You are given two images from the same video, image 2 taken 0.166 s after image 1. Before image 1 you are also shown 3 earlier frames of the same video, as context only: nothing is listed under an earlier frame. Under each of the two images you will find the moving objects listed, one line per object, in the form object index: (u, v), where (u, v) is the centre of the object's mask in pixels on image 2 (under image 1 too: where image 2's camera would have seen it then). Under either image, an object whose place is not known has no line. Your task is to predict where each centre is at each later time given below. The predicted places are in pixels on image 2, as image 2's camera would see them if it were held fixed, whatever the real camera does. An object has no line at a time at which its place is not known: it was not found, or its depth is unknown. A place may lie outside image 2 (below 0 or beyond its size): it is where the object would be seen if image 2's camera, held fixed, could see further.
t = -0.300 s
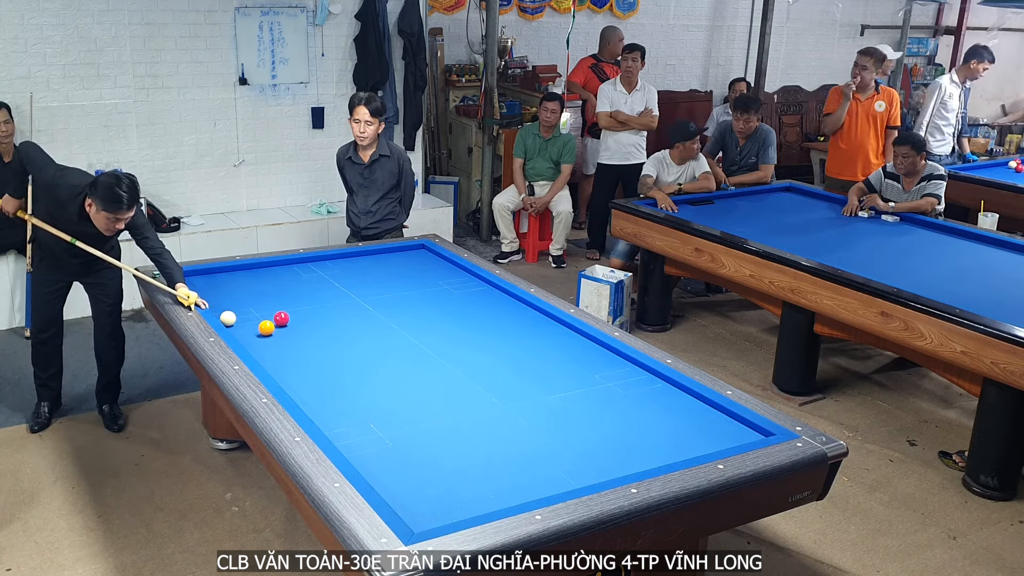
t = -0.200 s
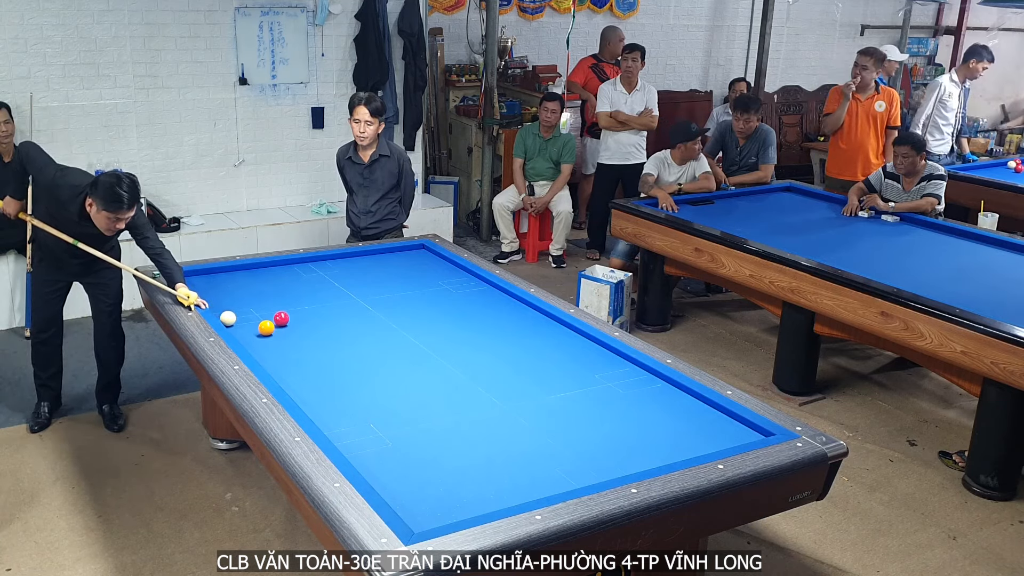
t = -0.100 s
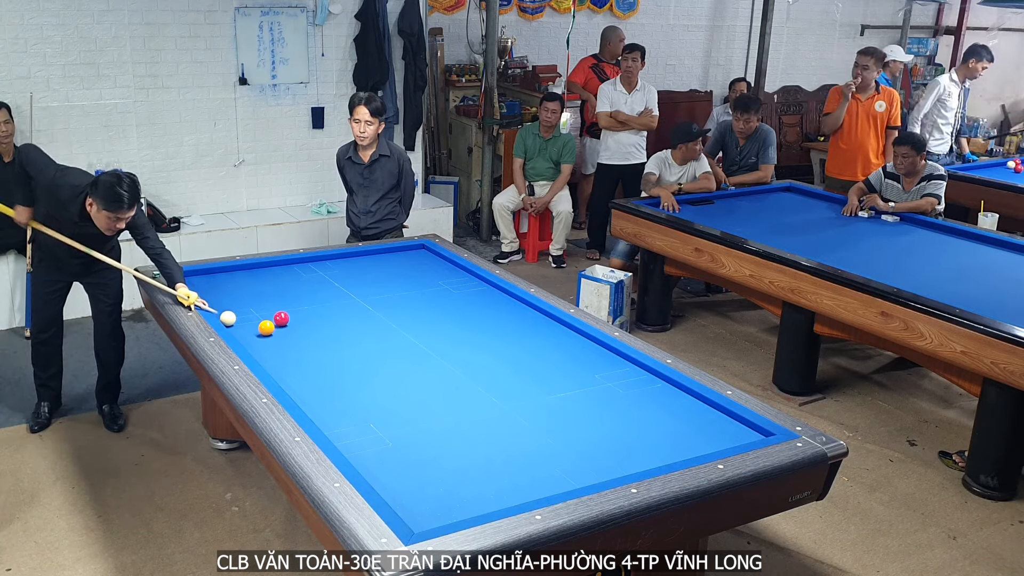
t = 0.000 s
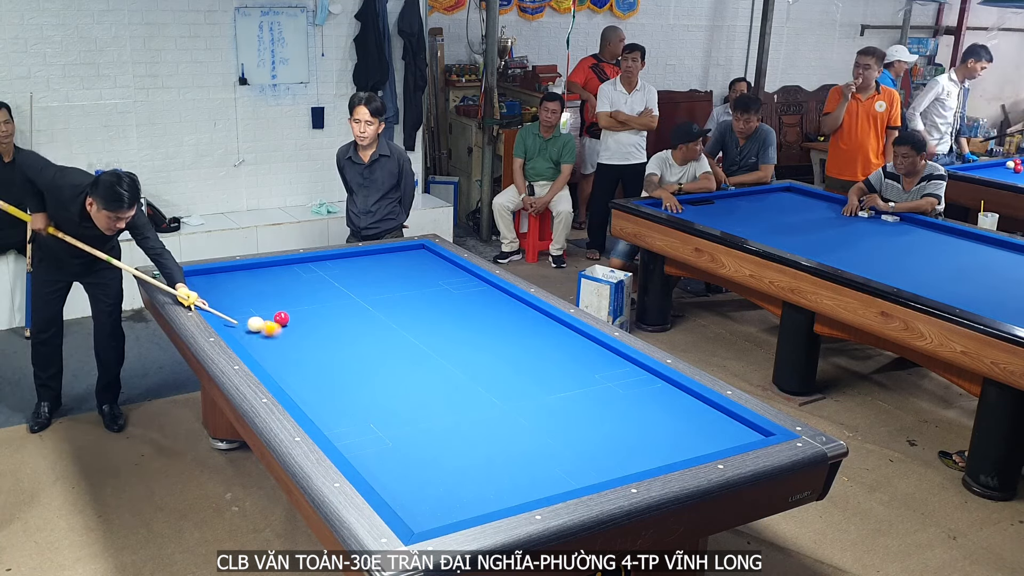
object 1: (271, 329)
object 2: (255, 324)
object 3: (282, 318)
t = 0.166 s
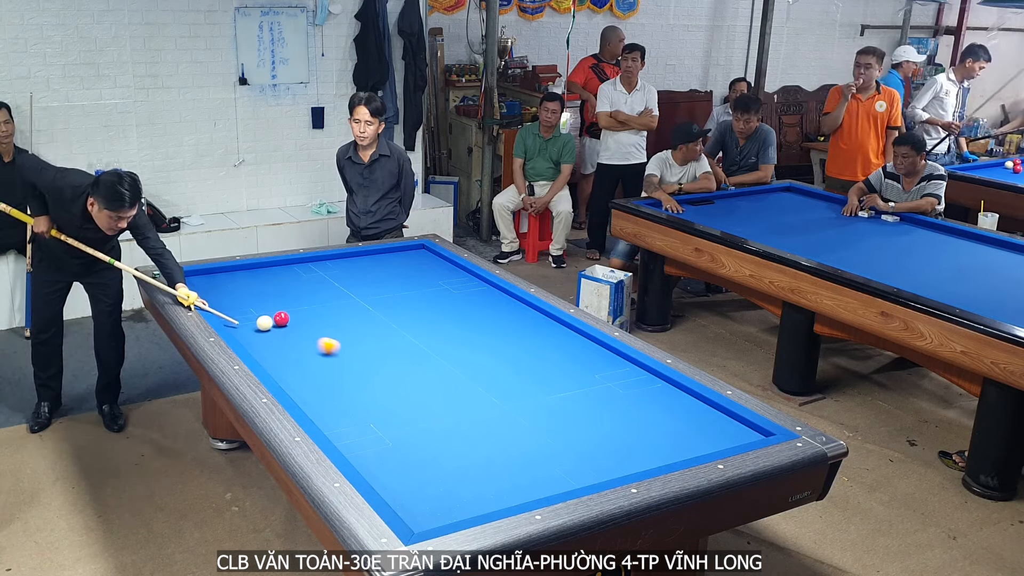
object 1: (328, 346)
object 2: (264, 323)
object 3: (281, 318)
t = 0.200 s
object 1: (339, 349)
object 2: (266, 323)
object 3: (281, 318)
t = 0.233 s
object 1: (350, 352)
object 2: (268, 322)
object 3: (282, 318)
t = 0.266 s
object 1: (361, 356)
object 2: (269, 322)
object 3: (283, 318)
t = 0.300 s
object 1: (371, 359)
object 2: (269, 322)
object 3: (283, 318)
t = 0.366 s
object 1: (391, 365)
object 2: (270, 322)
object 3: (285, 318)
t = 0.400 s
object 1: (401, 368)
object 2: (271, 322)
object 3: (286, 317)
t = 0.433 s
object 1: (411, 370)
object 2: (272, 322)
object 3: (287, 317)
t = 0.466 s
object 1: (422, 373)
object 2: (272, 322)
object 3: (288, 317)
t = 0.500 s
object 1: (432, 377)
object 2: (273, 322)
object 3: (289, 317)
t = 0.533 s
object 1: (442, 380)
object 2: (273, 322)
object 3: (289, 316)
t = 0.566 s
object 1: (453, 383)
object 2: (274, 322)
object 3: (290, 316)
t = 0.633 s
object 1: (474, 389)
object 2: (275, 322)
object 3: (292, 316)
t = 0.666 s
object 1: (485, 393)
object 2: (275, 322)
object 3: (293, 316)
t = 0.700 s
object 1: (497, 396)
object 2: (275, 322)
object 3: (294, 315)
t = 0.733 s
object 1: (508, 399)
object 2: (276, 322)
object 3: (295, 315)
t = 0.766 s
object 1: (519, 403)
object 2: (276, 322)
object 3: (295, 315)
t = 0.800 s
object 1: (531, 406)
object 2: (277, 322)
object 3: (296, 315)
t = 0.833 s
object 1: (542, 410)
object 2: (277, 322)
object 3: (297, 315)
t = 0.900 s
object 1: (567, 417)
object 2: (278, 322)
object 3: (298, 314)
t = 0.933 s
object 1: (580, 421)
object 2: (278, 322)
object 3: (299, 314)
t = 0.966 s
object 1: (592, 425)
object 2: (278, 322)
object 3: (300, 314)
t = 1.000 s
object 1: (604, 429)
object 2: (279, 322)
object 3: (301, 314)
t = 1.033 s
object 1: (617, 432)
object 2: (279, 322)
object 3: (301, 314)
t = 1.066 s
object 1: (630, 437)
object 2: (279, 322)
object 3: (302, 313)
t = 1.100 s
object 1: (644, 441)
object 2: (280, 322)
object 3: (303, 313)
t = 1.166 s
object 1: (670, 449)
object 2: (280, 322)
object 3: (304, 313)
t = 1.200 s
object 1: (683, 451)
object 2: (280, 322)
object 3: (305, 313)
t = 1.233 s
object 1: (687, 450)
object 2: (281, 322)
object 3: (305, 312)
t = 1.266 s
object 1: (683, 446)
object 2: (281, 322)
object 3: (306, 312)
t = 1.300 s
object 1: (680, 441)
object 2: (281, 322)
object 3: (306, 312)
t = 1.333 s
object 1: (677, 436)
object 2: (281, 322)
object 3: (307, 312)
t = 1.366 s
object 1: (674, 432)
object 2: (281, 322)
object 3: (308, 312)
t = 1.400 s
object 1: (672, 428)
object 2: (281, 322)
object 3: (308, 312)
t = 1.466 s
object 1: (669, 421)
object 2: (282, 322)
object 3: (309, 311)
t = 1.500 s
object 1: (668, 417)
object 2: (282, 322)
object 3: (310, 311)
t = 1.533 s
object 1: (666, 414)
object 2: (282, 322)
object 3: (311, 311)
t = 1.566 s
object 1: (665, 410)
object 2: (282, 322)
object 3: (311, 311)
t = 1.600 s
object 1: (663, 407)
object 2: (282, 322)
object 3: (312, 310)
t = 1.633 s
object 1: (662, 404)
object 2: (282, 322)
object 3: (312, 310)
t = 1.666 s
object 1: (661, 401)
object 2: (283, 322)
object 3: (313, 310)
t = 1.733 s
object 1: (658, 395)
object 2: (283, 322)
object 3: (314, 310)
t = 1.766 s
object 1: (657, 392)
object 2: (283, 322)
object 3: (314, 310)
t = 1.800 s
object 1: (656, 389)
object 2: (283, 322)
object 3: (314, 310)
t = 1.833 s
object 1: (655, 386)
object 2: (283, 322)
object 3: (315, 309)
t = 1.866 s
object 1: (654, 383)
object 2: (283, 322)
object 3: (315, 309)
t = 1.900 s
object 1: (653, 380)
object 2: (283, 322)
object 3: (316, 309)
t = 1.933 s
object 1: (652, 377)
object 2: (283, 322)
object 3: (316, 309)
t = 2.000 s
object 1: (649, 372)
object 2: (283, 322)
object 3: (317, 309)
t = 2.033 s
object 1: (643, 370)
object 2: (283, 322)
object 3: (317, 309)
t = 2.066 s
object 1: (638, 369)
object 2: (283, 322)
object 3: (318, 309)
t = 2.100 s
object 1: (633, 367)
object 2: (283, 322)
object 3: (318, 309)
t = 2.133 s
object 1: (629, 366)
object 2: (283, 322)
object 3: (318, 308)
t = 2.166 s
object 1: (624, 364)
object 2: (283, 322)
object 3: (319, 308)
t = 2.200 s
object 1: (619, 363)
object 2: (283, 322)
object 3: (319, 308)
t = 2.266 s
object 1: (610, 360)
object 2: (283, 322)
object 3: (320, 308)
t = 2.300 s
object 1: (606, 359)
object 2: (283, 322)
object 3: (320, 308)
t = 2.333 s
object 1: (601, 357)
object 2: (283, 322)
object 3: (320, 308)
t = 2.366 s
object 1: (597, 356)
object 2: (282, 322)
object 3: (320, 308)
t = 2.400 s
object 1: (592, 355)
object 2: (283, 322)
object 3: (321, 308)
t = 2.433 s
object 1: (588, 353)
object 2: (283, 322)
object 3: (321, 308)
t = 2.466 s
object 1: (583, 352)
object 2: (282, 322)
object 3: (321, 307)
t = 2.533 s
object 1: (575, 349)
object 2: (282, 322)
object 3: (322, 307)
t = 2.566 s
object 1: (571, 348)
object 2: (282, 322)
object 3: (322, 307)
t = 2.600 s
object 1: (567, 347)
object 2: (283, 322)
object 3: (322, 307)
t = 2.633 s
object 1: (563, 345)
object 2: (282, 322)
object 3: (322, 307)
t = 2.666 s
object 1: (558, 344)
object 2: (283, 322)
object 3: (323, 307)
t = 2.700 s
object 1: (554, 343)
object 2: (283, 322)
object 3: (323, 307)
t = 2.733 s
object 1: (551, 342)
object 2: (283, 322)
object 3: (323, 307)
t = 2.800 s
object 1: (543, 339)
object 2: (283, 322)
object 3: (324, 307)
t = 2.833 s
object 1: (539, 338)
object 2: (282, 322)
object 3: (324, 307)
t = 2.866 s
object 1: (535, 337)
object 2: (282, 322)
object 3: (324, 307)
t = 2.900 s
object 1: (531, 335)
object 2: (282, 322)
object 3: (324, 307)
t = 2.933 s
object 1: (527, 334)
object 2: (282, 322)
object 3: (324, 307)
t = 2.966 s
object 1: (524, 333)
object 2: (283, 322)
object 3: (324, 307)
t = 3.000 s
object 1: (520, 332)
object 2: (283, 322)
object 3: (324, 307)
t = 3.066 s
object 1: (512, 330)
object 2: (283, 322)
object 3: (325, 307)
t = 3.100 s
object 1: (508, 328)
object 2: (282, 322)
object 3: (325, 307)
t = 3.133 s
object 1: (505, 327)
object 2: (283, 322)
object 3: (325, 307)
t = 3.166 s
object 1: (501, 326)
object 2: (282, 322)
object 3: (325, 307)
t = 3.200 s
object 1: (498, 325)
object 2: (282, 322)
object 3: (325, 306)
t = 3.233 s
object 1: (494, 324)
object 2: (282, 322)
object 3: (325, 307)
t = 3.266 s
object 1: (491, 323)
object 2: (282, 322)
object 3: (325, 306)
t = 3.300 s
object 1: (487, 322)
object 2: (282, 322)
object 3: (325, 307)
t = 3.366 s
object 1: (480, 320)
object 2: (283, 322)
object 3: (325, 306)
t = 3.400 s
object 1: (477, 319)
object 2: (282, 322)
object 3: (325, 306)
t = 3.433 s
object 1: (474, 317)
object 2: (282, 322)
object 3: (325, 307)
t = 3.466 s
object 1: (470, 317)
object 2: (283, 322)
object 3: (325, 307)
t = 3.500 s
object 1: (467, 316)
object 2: (282, 322)
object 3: (325, 307)
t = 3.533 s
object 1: (463, 314)
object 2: (282, 322)
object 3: (325, 306)
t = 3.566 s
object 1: (460, 313)
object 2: (282, 322)
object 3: (325, 306)
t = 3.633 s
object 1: (454, 312)
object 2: (283, 322)
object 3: (325, 307)
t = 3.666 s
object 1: (451, 310)
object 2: (282, 322)
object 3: (325, 307)
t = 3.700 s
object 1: (447, 310)
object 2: (283, 322)
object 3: (325, 307)
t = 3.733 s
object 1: (444, 309)
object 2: (283, 322)
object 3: (325, 307)
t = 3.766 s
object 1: (441, 308)
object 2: (282, 322)
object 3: (325, 307)
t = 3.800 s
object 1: (438, 307)
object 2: (282, 322)
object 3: (325, 307)
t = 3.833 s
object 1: (435, 306)
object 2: (282, 322)
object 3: (325, 306)
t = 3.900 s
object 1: (429, 304)
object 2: (282, 322)
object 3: (325, 307)
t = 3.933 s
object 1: (426, 303)
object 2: (282, 322)
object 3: (325, 307)
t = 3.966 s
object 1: (423, 302)
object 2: (283, 322)
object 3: (325, 307)
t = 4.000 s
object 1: (420, 301)
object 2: (282, 322)
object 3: (325, 307)
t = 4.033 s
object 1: (417, 300)
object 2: (283, 322)
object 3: (325, 307)
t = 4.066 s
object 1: (414, 299)
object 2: (283, 322)
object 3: (325, 307)
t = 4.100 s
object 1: (411, 298)
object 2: (283, 322)
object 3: (325, 307)
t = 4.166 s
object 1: (406, 297)
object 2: (283, 322)
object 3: (325, 307)
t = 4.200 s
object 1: (403, 296)
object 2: (283, 322)
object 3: (325, 307)
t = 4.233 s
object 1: (400, 295)
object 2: (282, 322)
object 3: (325, 306)
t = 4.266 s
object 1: (397, 294)
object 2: (282, 322)
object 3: (325, 306)
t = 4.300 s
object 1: (394, 293)
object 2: (283, 322)
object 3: (325, 306)
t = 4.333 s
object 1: (392, 292)
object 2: (283, 322)
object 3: (325, 307)
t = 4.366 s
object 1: (389, 291)
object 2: (283, 322)
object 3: (325, 306)
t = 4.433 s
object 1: (384, 290)
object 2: (283, 322)
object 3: (325, 307)
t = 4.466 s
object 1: (381, 289)
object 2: (283, 322)
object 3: (325, 307)
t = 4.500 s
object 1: (378, 288)
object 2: (283, 322)
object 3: (325, 306)
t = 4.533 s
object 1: (375, 288)
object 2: (283, 322)
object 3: (325, 306)
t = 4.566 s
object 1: (373, 287)
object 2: (283, 322)
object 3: (325, 307)
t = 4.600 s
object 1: (370, 286)
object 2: (283, 322)
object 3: (325, 307)
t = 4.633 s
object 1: (368, 285)
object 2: (283, 322)
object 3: (325, 306)
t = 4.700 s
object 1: (363, 284)
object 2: (283, 322)
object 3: (325, 307)
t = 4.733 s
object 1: (360, 283)
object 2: (283, 322)
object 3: (325, 307)
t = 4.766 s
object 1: (358, 282)
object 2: (283, 322)
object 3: (325, 307)
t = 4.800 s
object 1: (355, 281)
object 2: (283, 322)
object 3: (325, 307)
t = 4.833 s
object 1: (353, 281)
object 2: (283, 322)
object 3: (325, 307)
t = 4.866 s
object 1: (350, 280)
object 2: (283, 322)
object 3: (325, 307)
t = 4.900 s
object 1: (348, 279)
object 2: (283, 322)
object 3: (325, 307)
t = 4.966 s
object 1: (343, 278)
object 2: (283, 322)
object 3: (325, 307)
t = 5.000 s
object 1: (341, 277)
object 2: (283, 322)
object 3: (325, 307)
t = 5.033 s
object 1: (338, 276)
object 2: (283, 322)
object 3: (325, 307)
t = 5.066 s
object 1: (336, 275)
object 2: (283, 322)
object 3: (325, 307)
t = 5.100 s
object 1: (334, 275)
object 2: (283, 322)
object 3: (325, 307)
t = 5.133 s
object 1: (331, 274)
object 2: (283, 322)
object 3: (325, 307)
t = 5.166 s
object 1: (329, 273)
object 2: (283, 322)
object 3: (325, 307)
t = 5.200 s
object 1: (327, 273)
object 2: (283, 322)
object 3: (325, 307)
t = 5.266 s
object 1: (322, 271)
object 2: (283, 322)
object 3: (325, 307)
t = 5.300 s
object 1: (320, 271)
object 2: (283, 322)
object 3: (325, 307)
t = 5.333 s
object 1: (318, 270)
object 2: (282, 322)
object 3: (325, 307)
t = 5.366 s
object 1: (316, 269)
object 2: (283, 322)
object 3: (325, 307)
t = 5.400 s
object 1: (314, 268)
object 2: (283, 322)
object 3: (325, 307)
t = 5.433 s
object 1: (311, 268)
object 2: (283, 322)
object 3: (325, 307)
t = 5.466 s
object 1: (309, 267)
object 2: (283, 322)
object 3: (325, 307)
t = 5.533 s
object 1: (305, 266)
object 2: (283, 322)
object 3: (325, 307)
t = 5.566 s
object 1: (303, 265)
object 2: (283, 322)
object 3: (325, 307)
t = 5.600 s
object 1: (301, 265)
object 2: (283, 322)
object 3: (325, 307)
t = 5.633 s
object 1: (298, 264)
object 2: (283, 322)
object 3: (325, 307)
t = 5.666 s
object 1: (296, 263)
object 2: (283, 322)
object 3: (325, 307)
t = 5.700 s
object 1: (295, 263)
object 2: (283, 322)
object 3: (325, 307)
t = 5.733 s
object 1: (292, 262)
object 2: (283, 322)
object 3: (325, 307)
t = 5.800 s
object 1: (288, 261)
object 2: (283, 322)
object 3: (325, 306)
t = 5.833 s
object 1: (288, 262)
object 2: (282, 322)
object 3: (325, 306)
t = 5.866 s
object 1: (288, 262)
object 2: (282, 322)
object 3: (325, 307)
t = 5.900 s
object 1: (287, 263)
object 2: (282, 322)
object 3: (325, 306)
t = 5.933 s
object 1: (287, 264)
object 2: (282, 322)
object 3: (325, 307)
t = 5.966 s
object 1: (286, 264)
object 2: (282, 322)
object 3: (325, 307)
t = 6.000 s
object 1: (285, 265)
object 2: (282, 322)
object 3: (325, 307)
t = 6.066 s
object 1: (284, 266)
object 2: (283, 322)
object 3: (325, 307)
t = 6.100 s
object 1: (283, 266)
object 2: (282, 322)
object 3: (325, 306)
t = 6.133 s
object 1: (283, 267)
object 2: (282, 322)
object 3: (325, 306)
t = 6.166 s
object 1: (282, 268)
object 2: (282, 322)
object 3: (325, 307)
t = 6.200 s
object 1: (282, 268)
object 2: (283, 322)
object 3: (325, 307)
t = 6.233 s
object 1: (281, 269)
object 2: (283, 322)
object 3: (325, 306)
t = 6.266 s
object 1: (280, 269)
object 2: (283, 322)
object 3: (325, 307)
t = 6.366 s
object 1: (279, 271)
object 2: (283, 322)
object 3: (325, 307)
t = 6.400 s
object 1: (279, 271)
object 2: (283, 322)
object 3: (325, 307)
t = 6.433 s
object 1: (278, 272)
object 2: (283, 322)
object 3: (325, 307)
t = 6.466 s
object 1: (277, 272)
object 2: (283, 322)
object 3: (325, 306)
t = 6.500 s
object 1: (276, 273)
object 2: (282, 322)
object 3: (325, 306)
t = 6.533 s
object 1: (276, 274)
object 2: (283, 322)
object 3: (325, 306)
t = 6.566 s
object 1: (276, 274)
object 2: (283, 322)
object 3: (325, 306)
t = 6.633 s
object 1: (274, 275)
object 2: (283, 322)
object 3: (325, 307)
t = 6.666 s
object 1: (274, 276)
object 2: (283, 322)
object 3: (325, 307)
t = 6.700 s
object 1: (273, 276)
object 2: (283, 322)
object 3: (325, 306)
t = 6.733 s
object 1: (272, 277)
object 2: (283, 322)
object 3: (325, 307)
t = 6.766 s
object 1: (272, 277)
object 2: (282, 322)
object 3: (325, 306)
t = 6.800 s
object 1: (271, 278)
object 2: (283, 322)
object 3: (325, 306)
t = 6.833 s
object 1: (271, 278)
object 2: (283, 322)
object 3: (325, 306)
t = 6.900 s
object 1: (269, 280)
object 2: (282, 322)
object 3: (325, 307)
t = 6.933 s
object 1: (269, 280)
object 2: (282, 322)
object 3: (325, 307)
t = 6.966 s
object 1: (268, 280)
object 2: (282, 322)
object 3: (325, 306)
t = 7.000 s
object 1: (268, 281)
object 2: (283, 322)
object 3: (325, 306)
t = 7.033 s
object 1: (267, 282)
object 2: (283, 322)
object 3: (325, 306)
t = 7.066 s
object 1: (266, 282)
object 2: (283, 322)
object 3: (325, 306)
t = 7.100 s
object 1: (266, 283)
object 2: (282, 321)
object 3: (325, 306)
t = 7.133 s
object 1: (265, 283)
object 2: (283, 322)
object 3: (325, 306)
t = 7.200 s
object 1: (264, 284)
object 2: (283, 322)
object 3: (325, 306)
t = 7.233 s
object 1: (264, 285)
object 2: (282, 322)
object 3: (325, 306)
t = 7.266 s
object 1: (263, 285)
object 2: (282, 322)
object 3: (325, 306)
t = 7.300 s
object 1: (262, 286)
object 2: (282, 322)
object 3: (325, 306)
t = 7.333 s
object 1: (262, 286)
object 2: (282, 322)
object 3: (325, 306)
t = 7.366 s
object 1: (261, 287)
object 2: (282, 322)
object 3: (325, 306)
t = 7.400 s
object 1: (261, 287)
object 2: (282, 322)
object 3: (325, 306)
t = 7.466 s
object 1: (260, 288)
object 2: (282, 322)
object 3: (325, 306)
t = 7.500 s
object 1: (259, 289)
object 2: (282, 322)
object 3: (325, 306)
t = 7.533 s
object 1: (258, 289)
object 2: (282, 322)
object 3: (325, 306)
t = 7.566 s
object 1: (258, 290)
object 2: (282, 322)
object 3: (325, 306)
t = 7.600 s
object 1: (257, 290)
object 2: (282, 322)
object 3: (325, 306)
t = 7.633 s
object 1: (257, 291)
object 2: (282, 322)
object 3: (325, 306)
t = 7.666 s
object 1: (256, 291)
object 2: (282, 322)
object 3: (325, 306)
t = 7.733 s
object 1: (255, 292)
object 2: (282, 322)
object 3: (325, 306)
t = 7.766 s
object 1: (255, 293)
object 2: (282, 322)
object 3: (325, 306)
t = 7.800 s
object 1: (254, 293)
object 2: (282, 322)
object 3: (325, 306)
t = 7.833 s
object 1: (253, 294)
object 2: (282, 322)
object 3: (325, 306)
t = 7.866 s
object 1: (253, 294)
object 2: (282, 322)
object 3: (325, 306)
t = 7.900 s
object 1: (252, 295)
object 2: (282, 322)
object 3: (325, 306)
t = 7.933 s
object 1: (251, 295)
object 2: (282, 322)
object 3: (325, 306)
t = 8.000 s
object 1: (250, 296)
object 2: (283, 322)
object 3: (325, 306)
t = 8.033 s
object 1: (250, 297)
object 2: (282, 322)
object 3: (325, 306)
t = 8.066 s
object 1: (249, 297)
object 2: (282, 322)
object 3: (325, 306)
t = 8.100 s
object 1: (249, 298)
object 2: (282, 322)
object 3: (325, 306)
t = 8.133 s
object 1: (248, 298)
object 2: (283, 322)
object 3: (325, 306)
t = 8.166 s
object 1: (248, 298)
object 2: (282, 322)
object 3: (325, 306)
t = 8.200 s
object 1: (247, 299)
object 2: (282, 322)
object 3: (325, 306)
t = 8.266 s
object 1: (246, 300)
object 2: (282, 322)
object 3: (325, 306)
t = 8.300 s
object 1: (246, 300)
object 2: (282, 322)
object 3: (325, 306)
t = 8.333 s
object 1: (245, 301)
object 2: (282, 322)
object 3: (325, 306)
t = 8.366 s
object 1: (245, 301)
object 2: (282, 322)
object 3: (325, 306)
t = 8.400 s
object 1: (244, 302)
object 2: (282, 322)
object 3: (325, 306)
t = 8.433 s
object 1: (243, 302)
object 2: (282, 322)
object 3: (325, 306)
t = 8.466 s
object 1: (243, 303)
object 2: (282, 322)
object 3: (325, 306)
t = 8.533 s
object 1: (242, 303)
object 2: (282, 322)
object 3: (325, 306)
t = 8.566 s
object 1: (241, 304)
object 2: (282, 322)
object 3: (325, 306)
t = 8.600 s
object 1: (241, 304)
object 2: (282, 322)
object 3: (325, 306)
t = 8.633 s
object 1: (240, 305)
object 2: (282, 322)
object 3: (325, 306)
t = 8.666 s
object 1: (240, 305)
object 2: (282, 322)
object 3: (325, 306)
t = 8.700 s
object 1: (239, 305)
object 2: (282, 322)
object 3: (325, 306)
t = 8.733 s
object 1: (239, 306)
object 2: (282, 322)
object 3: (325, 306)
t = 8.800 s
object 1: (238, 307)
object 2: (282, 322)
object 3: (325, 306)
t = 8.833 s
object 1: (237, 307)
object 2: (282, 322)
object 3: (325, 306)
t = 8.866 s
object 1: (237, 308)
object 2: (282, 322)
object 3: (325, 306)
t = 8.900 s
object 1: (236, 308)
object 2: (282, 322)
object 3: (325, 306)
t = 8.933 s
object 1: (235, 309)
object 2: (282, 322)
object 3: (325, 306)
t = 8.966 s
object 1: (235, 309)
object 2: (282, 322)
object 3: (325, 306)
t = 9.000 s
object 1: (235, 309)
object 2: (282, 322)
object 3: (325, 306)
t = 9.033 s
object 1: (234, 309)
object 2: (282, 322)
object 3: (325, 306)
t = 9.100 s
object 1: (233, 310)
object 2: (282, 322)
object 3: (325, 306)
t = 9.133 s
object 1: (233, 311)
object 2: (282, 322)
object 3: (325, 306)
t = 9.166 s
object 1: (232, 311)
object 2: (282, 322)
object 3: (325, 306)
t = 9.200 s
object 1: (232, 311)
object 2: (282, 322)
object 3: (325, 306)
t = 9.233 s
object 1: (231, 312)
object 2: (282, 322)
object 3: (325, 306)
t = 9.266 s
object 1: (231, 312)
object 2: (282, 322)
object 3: (325, 306)
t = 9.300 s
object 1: (231, 312)
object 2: (282, 322)
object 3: (325, 306)
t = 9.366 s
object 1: (230, 313)
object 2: (282, 322)
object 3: (325, 306)
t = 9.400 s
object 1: (229, 314)
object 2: (282, 322)
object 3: (325, 306)
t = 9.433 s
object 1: (229, 314)
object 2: (282, 322)
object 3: (325, 306)
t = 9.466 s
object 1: (228, 314)
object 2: (282, 322)
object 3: (325, 306)
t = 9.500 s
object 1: (228, 315)
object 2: (282, 322)
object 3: (325, 306)
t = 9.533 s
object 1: (227, 315)
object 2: (282, 322)
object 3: (325, 306)
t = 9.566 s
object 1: (227, 315)
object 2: (282, 322)
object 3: (325, 306)
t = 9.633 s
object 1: (226, 316)
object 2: (282, 322)
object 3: (325, 306)
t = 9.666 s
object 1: (226, 316)
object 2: (282, 322)
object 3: (325, 306)
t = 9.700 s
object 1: (225, 316)
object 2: (282, 322)
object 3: (325, 306)
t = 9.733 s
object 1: (225, 317)
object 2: (282, 322)
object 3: (325, 306)
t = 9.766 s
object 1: (225, 317)
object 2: (282, 322)
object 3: (325, 306)
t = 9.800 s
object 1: (224, 317)
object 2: (282, 322)
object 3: (325, 306)
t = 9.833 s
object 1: (225, 317)
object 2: (282, 322)
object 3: (325, 306)
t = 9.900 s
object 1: (226, 317)
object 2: (282, 322)
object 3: (325, 306)
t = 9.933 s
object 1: (226, 317)
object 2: (282, 322)
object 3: (325, 306)
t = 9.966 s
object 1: (226, 318)
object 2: (282, 322)
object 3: (325, 306)
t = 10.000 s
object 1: (227, 318)
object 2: (282, 322)
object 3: (325, 306)
